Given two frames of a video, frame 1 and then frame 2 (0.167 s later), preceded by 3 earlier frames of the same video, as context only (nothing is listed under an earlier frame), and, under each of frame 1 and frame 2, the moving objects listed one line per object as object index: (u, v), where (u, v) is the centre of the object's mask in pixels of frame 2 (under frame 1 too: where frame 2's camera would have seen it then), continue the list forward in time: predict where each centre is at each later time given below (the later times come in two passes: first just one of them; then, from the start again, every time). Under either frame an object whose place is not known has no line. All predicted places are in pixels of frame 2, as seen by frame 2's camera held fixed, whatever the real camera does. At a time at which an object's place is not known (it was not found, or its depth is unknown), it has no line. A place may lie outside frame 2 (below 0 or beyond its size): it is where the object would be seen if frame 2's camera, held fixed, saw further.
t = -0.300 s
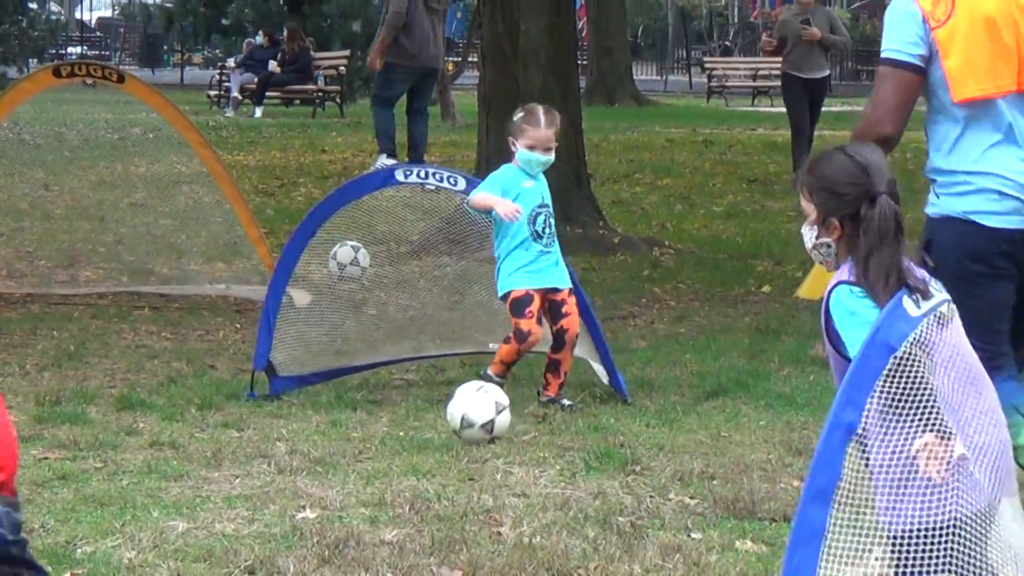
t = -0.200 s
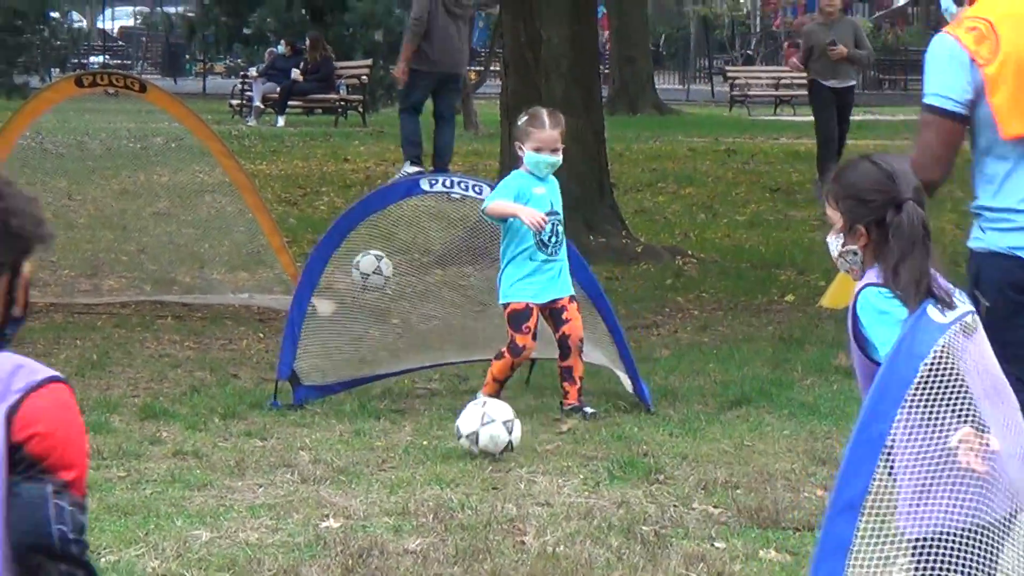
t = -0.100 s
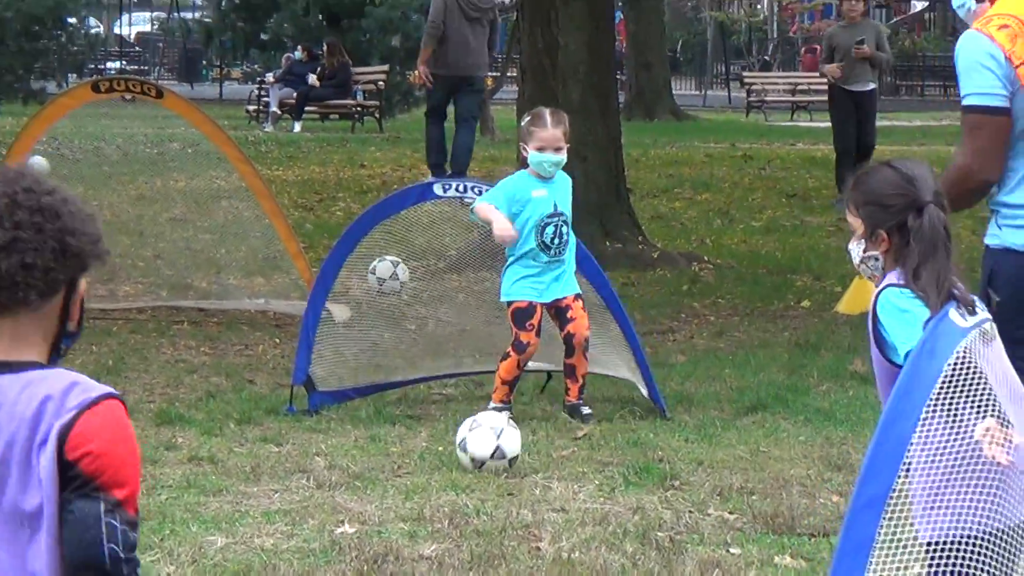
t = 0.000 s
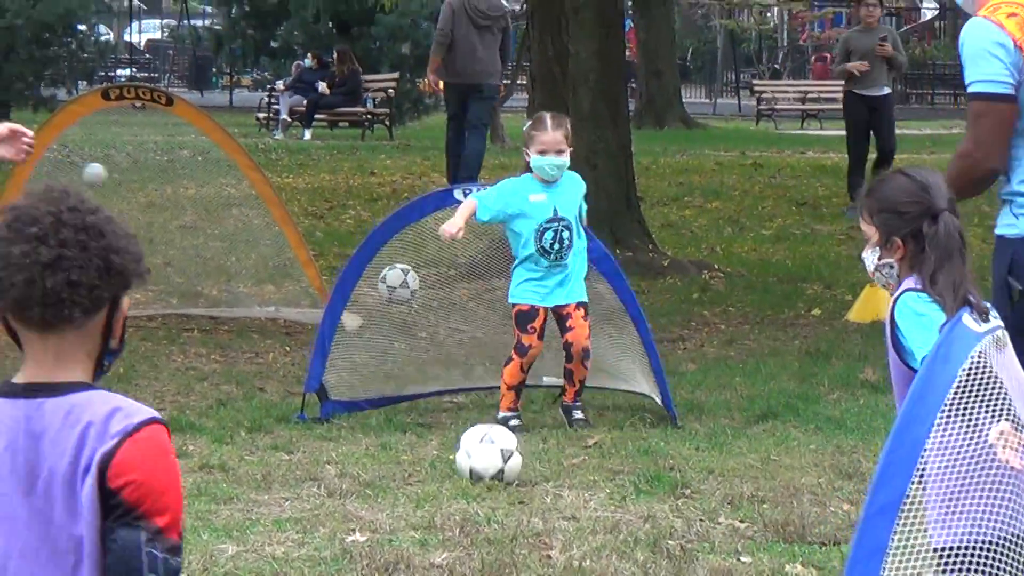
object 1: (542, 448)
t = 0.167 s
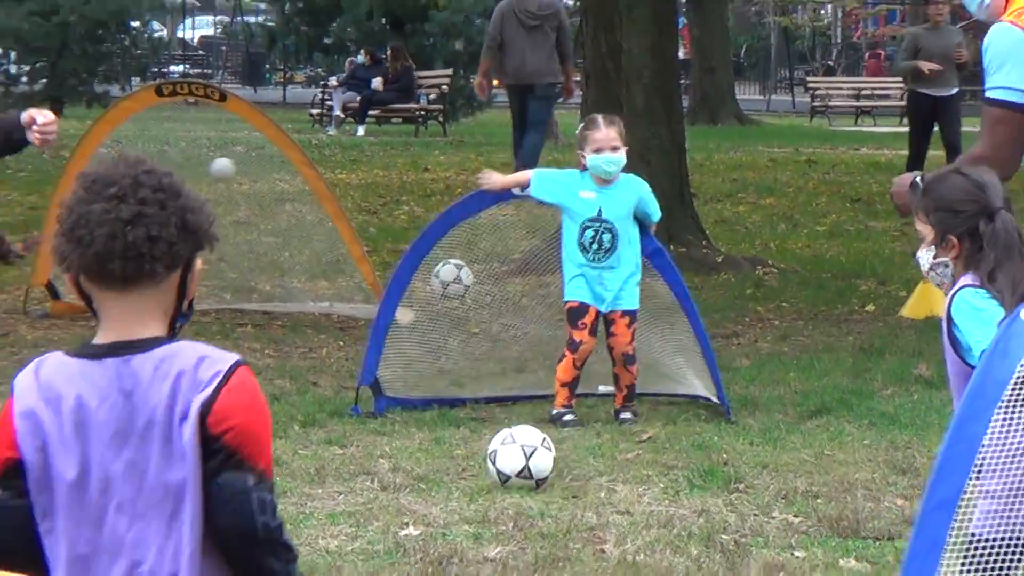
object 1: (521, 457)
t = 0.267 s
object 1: (510, 461)
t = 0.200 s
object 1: (517, 460)
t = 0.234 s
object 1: (512, 462)
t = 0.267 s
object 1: (510, 461)
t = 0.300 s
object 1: (507, 463)
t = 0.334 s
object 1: (503, 469)
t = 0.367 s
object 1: (500, 469)
